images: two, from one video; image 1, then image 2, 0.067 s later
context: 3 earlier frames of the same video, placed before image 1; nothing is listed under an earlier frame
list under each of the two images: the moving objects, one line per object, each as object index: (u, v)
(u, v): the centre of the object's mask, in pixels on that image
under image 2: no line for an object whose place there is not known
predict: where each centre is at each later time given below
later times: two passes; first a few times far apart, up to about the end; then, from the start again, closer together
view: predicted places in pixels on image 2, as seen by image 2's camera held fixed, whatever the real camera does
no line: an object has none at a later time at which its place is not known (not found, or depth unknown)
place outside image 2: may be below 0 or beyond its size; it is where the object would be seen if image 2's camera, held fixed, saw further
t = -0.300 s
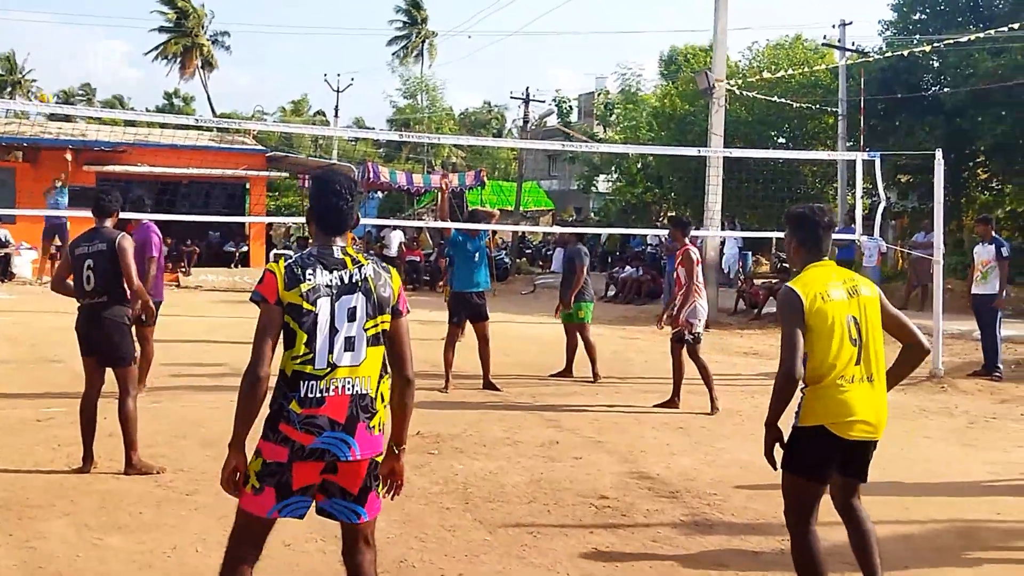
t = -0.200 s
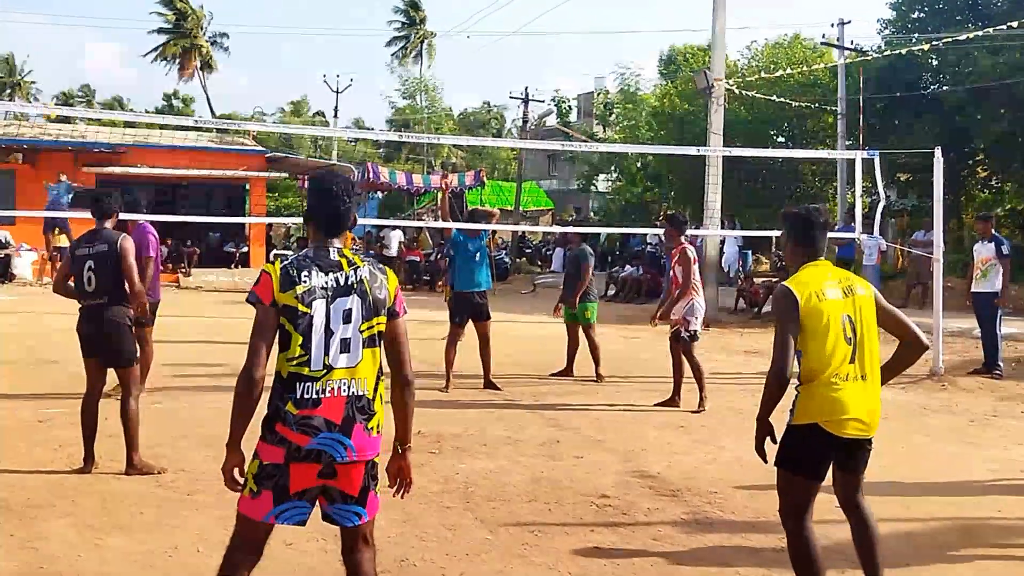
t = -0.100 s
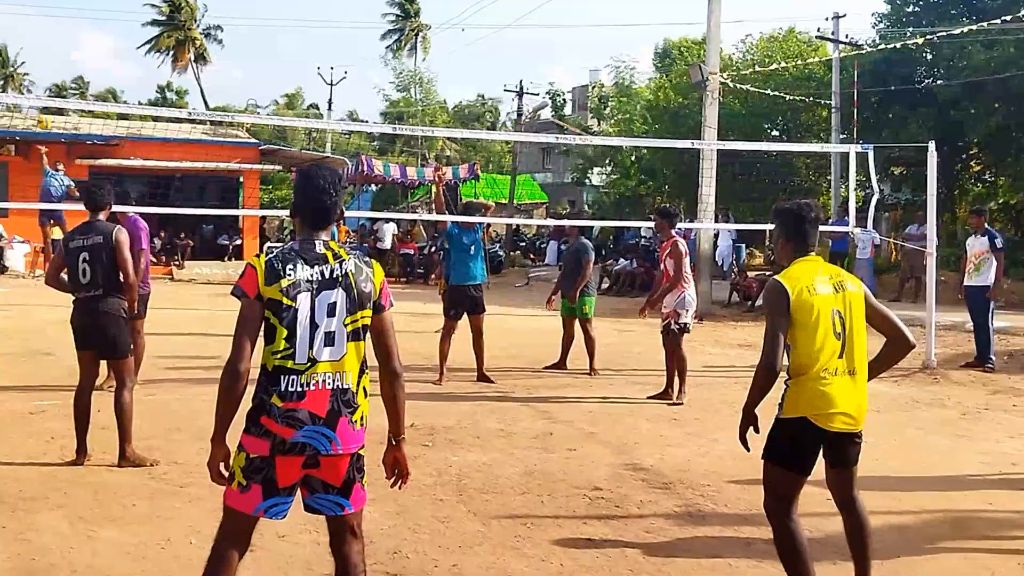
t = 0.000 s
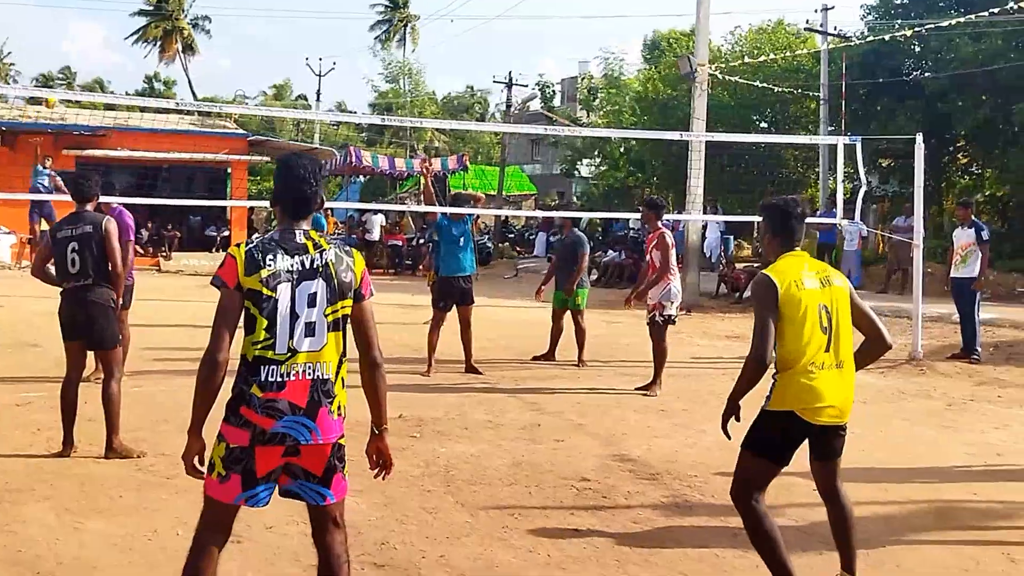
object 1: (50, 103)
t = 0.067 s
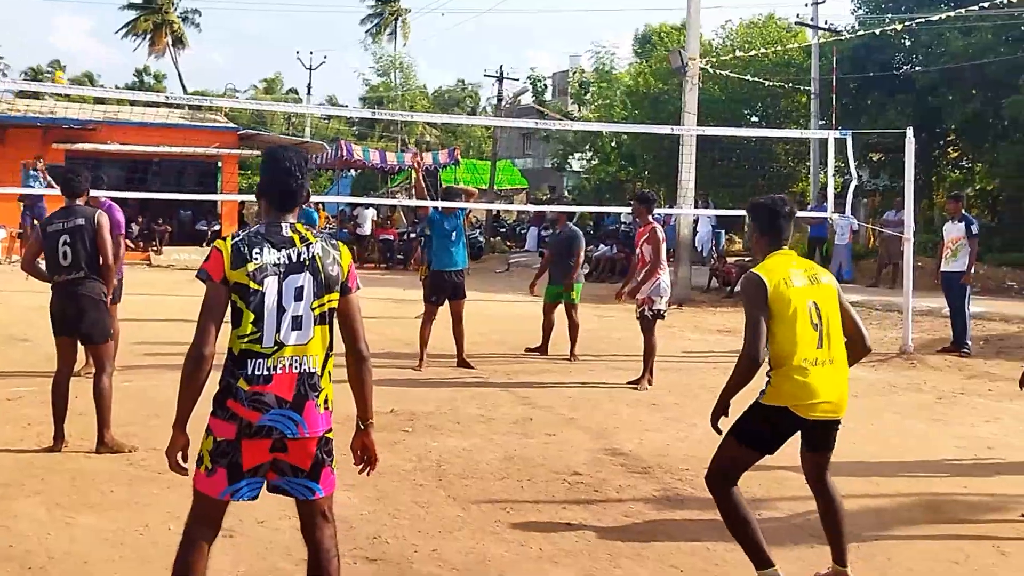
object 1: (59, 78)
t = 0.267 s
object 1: (137, 47)
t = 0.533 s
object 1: (325, 83)
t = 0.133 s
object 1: (79, 66)
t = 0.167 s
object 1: (92, 60)
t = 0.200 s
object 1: (105, 55)
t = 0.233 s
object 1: (120, 51)
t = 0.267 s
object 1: (137, 47)
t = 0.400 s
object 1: (216, 50)
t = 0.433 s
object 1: (240, 55)
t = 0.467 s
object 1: (266, 62)
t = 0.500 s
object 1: (295, 70)
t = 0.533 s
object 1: (325, 83)
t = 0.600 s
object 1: (399, 118)
